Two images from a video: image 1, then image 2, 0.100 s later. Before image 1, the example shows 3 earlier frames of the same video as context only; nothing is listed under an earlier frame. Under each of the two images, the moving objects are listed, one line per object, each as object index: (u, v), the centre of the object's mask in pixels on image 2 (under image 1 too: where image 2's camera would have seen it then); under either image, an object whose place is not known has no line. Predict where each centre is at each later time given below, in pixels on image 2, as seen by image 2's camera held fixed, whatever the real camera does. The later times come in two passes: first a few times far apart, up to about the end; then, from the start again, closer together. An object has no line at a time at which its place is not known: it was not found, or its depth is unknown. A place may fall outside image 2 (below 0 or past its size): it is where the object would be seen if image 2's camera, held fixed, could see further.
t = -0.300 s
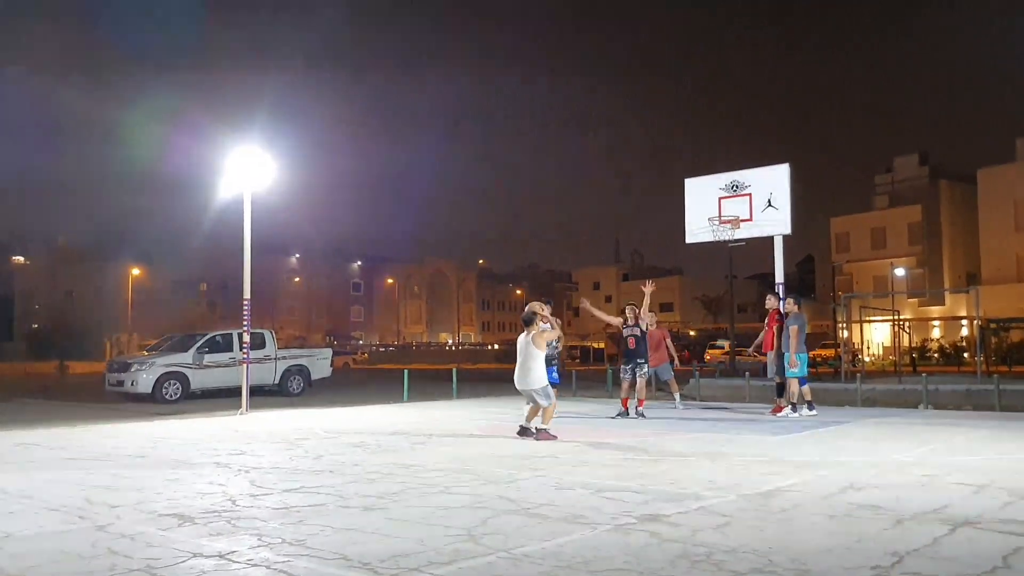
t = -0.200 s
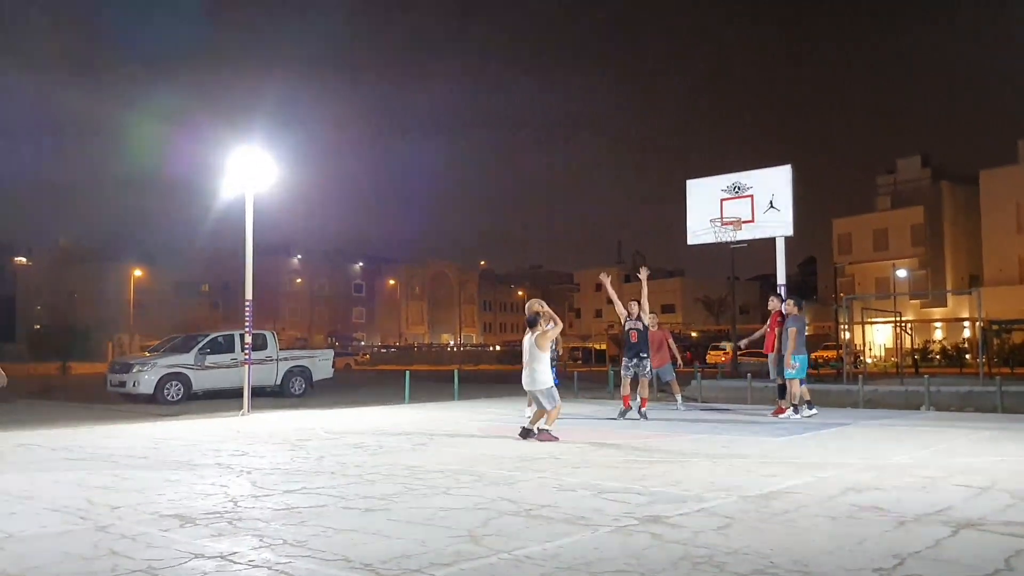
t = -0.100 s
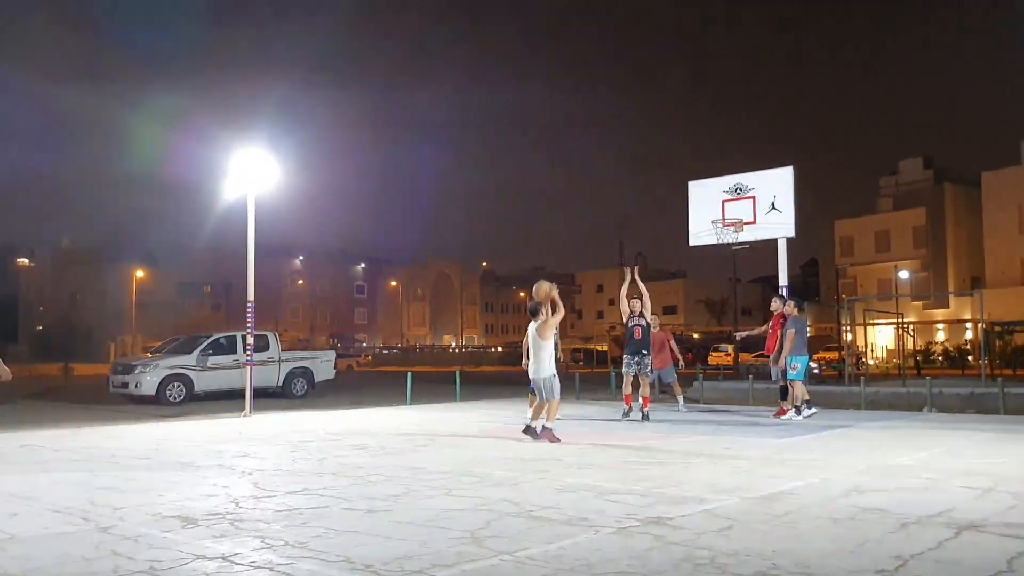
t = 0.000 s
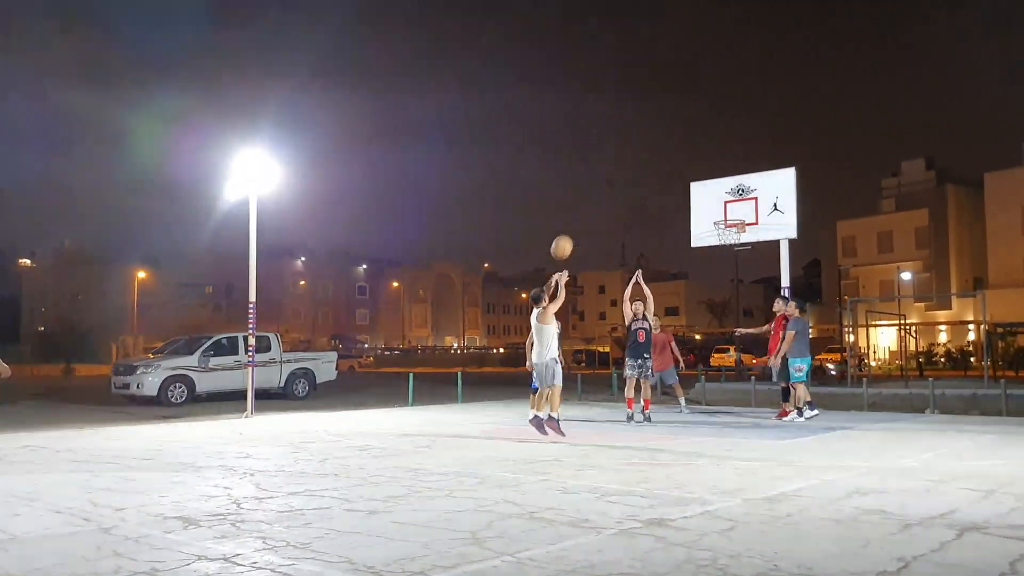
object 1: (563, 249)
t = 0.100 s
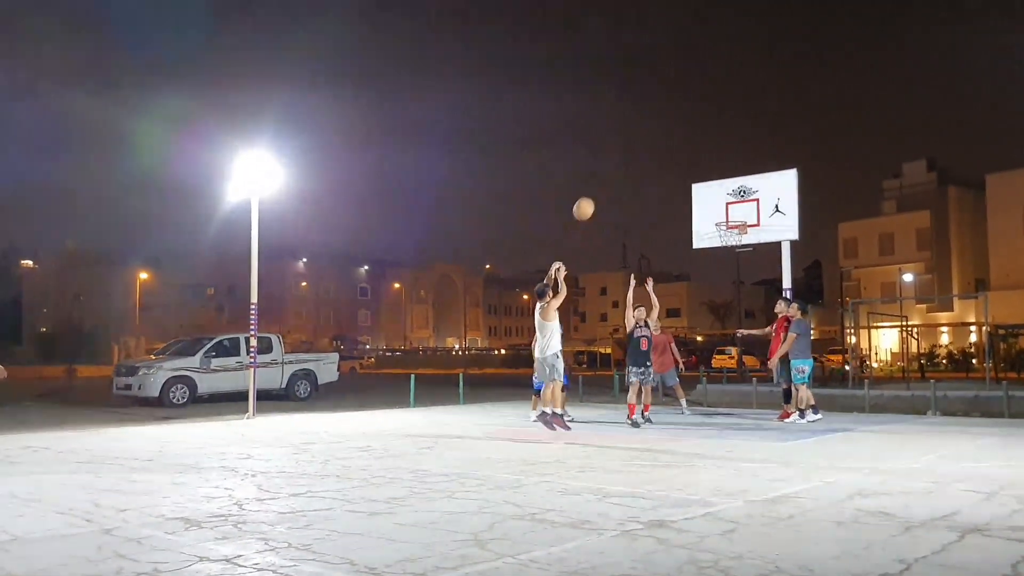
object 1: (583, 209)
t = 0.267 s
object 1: (613, 163)
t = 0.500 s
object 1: (651, 137)
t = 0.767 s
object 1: (689, 153)
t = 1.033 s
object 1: (724, 207)
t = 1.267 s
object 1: (721, 214)
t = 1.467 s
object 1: (698, 220)
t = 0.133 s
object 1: (589, 198)
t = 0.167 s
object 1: (596, 187)
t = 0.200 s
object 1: (602, 178)
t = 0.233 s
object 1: (607, 171)
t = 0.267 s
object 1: (613, 163)
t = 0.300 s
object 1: (619, 157)
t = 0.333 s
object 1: (624, 152)
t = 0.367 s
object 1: (630, 147)
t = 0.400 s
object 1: (635, 143)
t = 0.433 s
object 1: (641, 140)
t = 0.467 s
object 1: (646, 138)
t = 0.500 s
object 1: (651, 137)
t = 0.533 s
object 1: (656, 137)
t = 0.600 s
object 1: (666, 138)
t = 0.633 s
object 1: (670, 139)
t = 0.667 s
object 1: (676, 142)
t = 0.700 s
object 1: (680, 145)
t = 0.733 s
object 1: (685, 148)
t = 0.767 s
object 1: (689, 153)
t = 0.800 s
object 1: (694, 157)
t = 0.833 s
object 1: (698, 162)
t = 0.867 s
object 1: (703, 168)
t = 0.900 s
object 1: (707, 174)
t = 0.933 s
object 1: (711, 181)
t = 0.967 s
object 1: (716, 189)
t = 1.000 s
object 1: (720, 198)
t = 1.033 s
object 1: (724, 207)
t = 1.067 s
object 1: (729, 216)
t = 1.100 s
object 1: (732, 221)
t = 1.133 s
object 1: (733, 222)
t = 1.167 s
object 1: (731, 220)
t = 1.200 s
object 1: (727, 217)
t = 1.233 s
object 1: (724, 215)
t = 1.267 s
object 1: (721, 214)
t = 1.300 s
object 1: (717, 214)
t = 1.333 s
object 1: (715, 214)
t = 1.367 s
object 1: (711, 214)
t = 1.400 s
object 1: (706, 216)
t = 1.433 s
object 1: (702, 218)
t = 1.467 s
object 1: (698, 220)
